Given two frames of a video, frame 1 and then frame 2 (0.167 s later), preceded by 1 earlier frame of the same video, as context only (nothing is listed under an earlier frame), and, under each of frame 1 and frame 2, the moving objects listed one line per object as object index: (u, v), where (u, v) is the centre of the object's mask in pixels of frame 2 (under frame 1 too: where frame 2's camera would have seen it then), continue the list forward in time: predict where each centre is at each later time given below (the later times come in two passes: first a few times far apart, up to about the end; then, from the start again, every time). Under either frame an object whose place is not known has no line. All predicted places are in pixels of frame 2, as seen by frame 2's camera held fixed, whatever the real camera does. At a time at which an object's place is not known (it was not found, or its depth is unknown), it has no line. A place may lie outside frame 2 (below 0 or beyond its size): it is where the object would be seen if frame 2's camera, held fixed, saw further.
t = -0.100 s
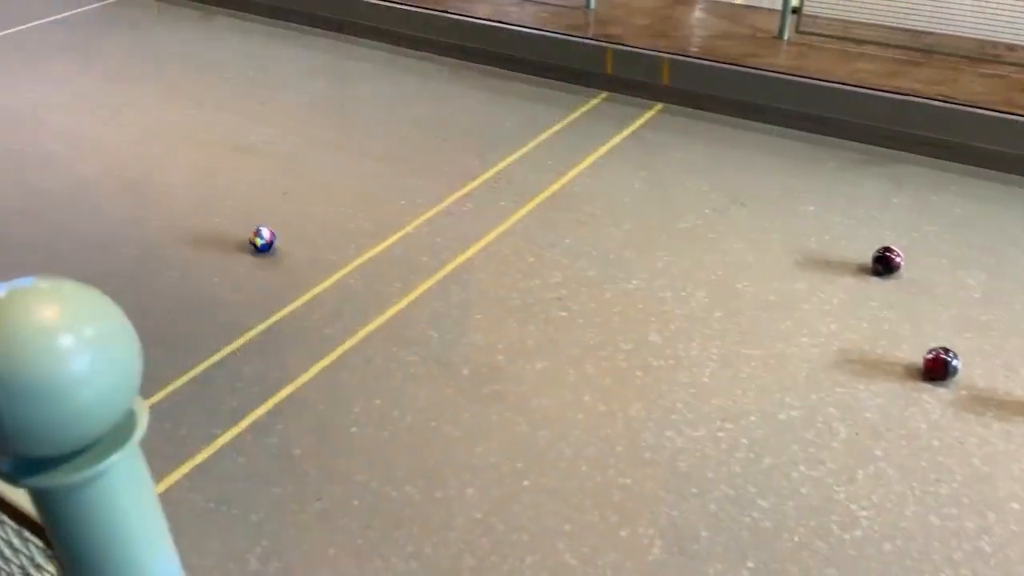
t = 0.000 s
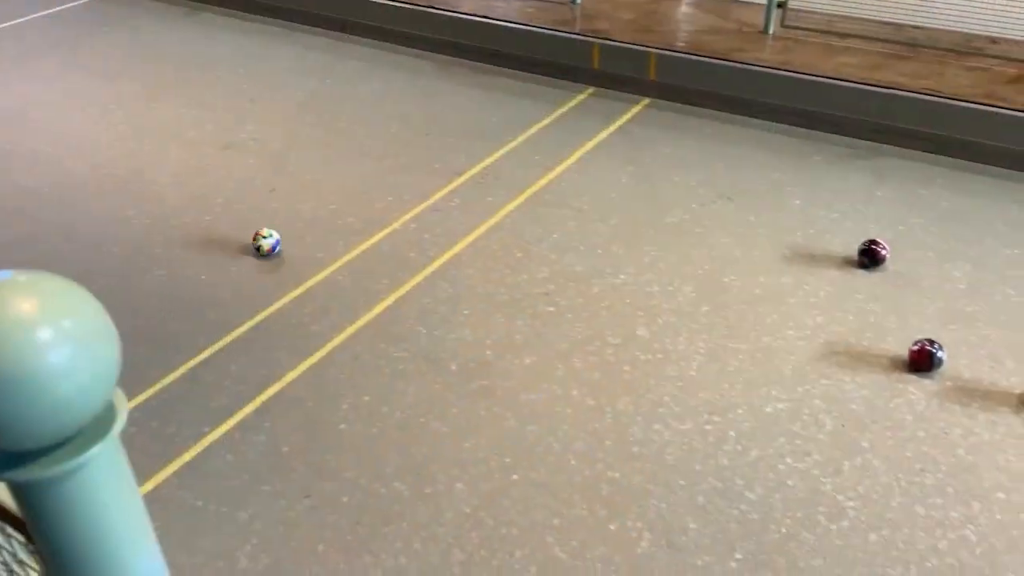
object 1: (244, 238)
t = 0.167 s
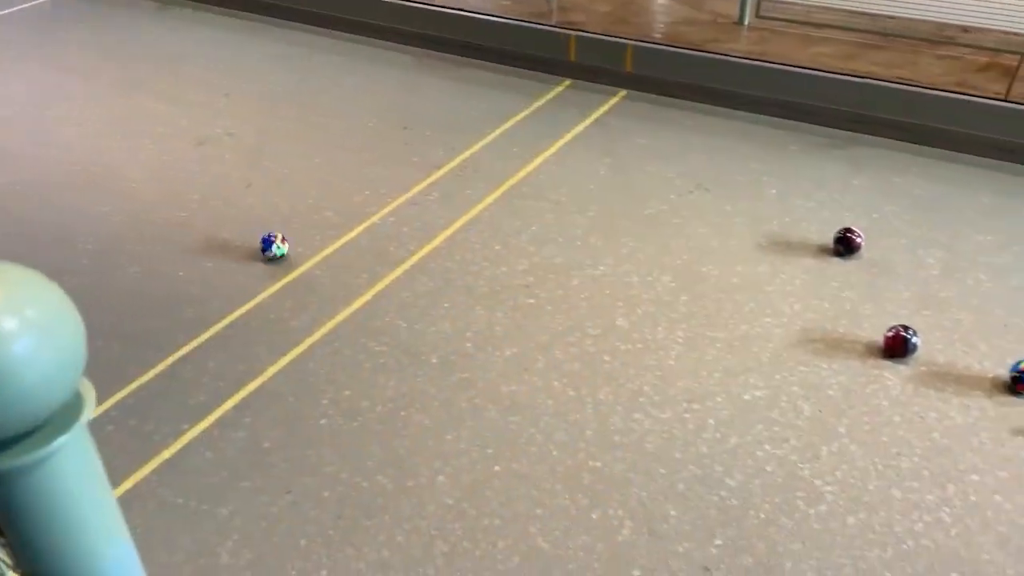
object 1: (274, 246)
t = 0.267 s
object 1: (291, 252)
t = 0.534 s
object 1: (338, 265)
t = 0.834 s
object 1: (391, 280)
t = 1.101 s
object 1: (437, 294)
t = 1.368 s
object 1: (483, 309)
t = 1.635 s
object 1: (528, 323)
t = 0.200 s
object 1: (280, 248)
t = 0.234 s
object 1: (285, 249)
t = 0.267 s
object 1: (291, 252)
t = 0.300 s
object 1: (297, 253)
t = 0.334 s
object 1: (303, 254)
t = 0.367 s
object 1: (309, 256)
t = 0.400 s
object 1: (315, 258)
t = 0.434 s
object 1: (321, 259)
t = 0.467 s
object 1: (327, 262)
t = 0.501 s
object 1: (332, 263)
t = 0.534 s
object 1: (338, 265)
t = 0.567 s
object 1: (344, 267)
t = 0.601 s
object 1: (350, 269)
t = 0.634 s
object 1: (355, 270)
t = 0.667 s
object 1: (362, 272)
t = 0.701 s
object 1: (368, 274)
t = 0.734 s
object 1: (373, 275)
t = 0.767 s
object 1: (379, 277)
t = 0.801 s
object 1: (385, 279)
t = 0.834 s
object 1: (391, 280)
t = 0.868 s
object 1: (396, 282)
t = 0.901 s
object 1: (402, 284)
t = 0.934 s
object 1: (408, 286)
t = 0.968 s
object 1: (414, 288)
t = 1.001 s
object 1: (420, 289)
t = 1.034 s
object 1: (426, 291)
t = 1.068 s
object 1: (431, 293)
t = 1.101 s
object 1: (437, 294)
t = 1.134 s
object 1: (443, 297)
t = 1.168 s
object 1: (448, 298)
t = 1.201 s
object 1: (454, 300)
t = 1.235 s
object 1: (460, 302)
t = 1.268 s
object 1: (466, 304)
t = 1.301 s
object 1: (472, 305)
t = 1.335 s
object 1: (477, 307)
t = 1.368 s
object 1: (483, 309)
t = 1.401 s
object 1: (489, 310)
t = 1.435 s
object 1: (494, 312)
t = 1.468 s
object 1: (500, 314)
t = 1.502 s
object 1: (506, 316)
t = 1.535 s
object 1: (511, 317)
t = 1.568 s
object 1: (517, 319)
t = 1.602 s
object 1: (522, 321)
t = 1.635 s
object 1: (528, 323)
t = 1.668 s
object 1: (534, 324)
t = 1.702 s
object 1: (539, 326)
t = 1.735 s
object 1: (545, 328)
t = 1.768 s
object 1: (550, 330)
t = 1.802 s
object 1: (556, 331)
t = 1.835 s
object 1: (561, 333)
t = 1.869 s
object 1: (567, 335)
